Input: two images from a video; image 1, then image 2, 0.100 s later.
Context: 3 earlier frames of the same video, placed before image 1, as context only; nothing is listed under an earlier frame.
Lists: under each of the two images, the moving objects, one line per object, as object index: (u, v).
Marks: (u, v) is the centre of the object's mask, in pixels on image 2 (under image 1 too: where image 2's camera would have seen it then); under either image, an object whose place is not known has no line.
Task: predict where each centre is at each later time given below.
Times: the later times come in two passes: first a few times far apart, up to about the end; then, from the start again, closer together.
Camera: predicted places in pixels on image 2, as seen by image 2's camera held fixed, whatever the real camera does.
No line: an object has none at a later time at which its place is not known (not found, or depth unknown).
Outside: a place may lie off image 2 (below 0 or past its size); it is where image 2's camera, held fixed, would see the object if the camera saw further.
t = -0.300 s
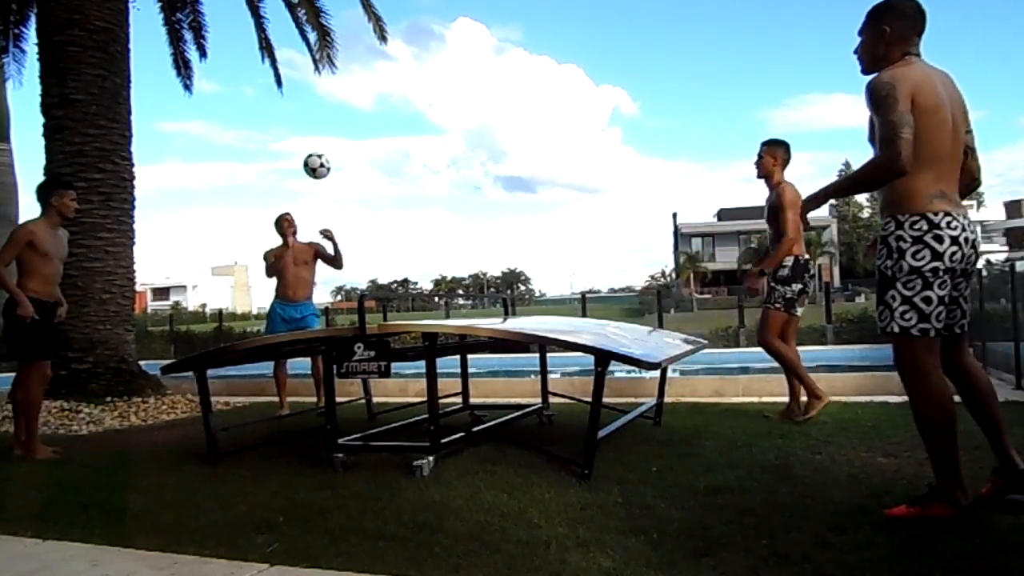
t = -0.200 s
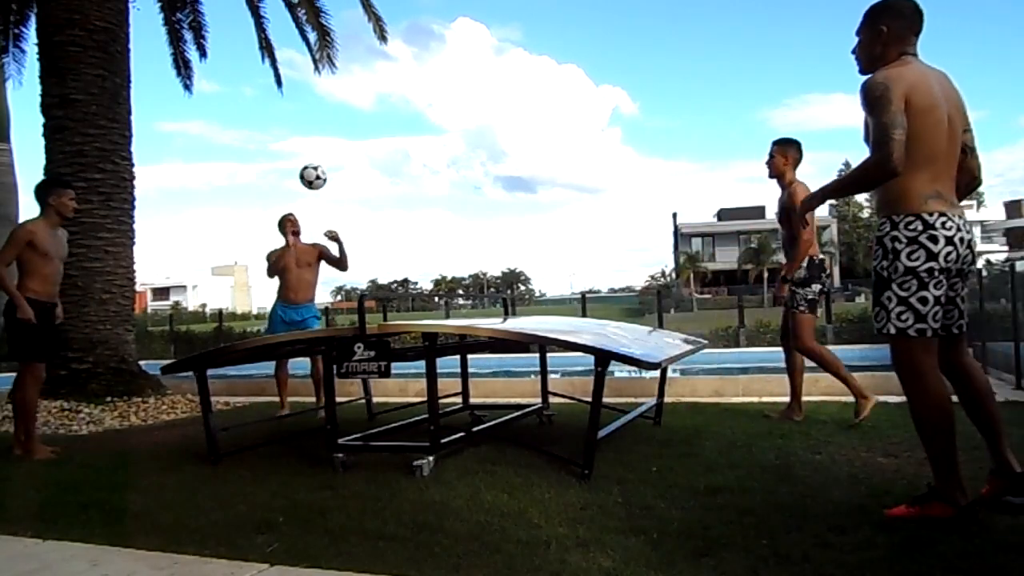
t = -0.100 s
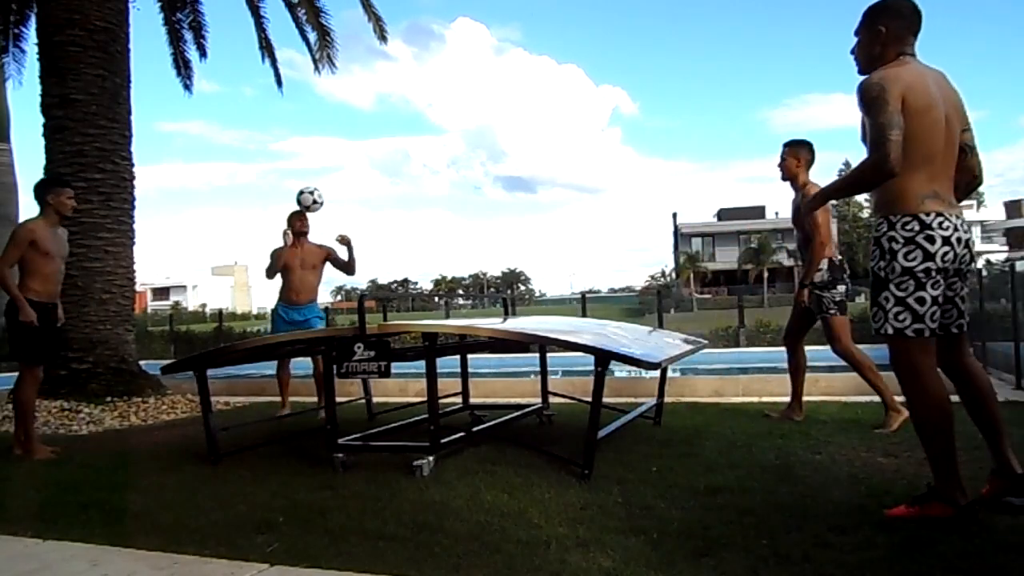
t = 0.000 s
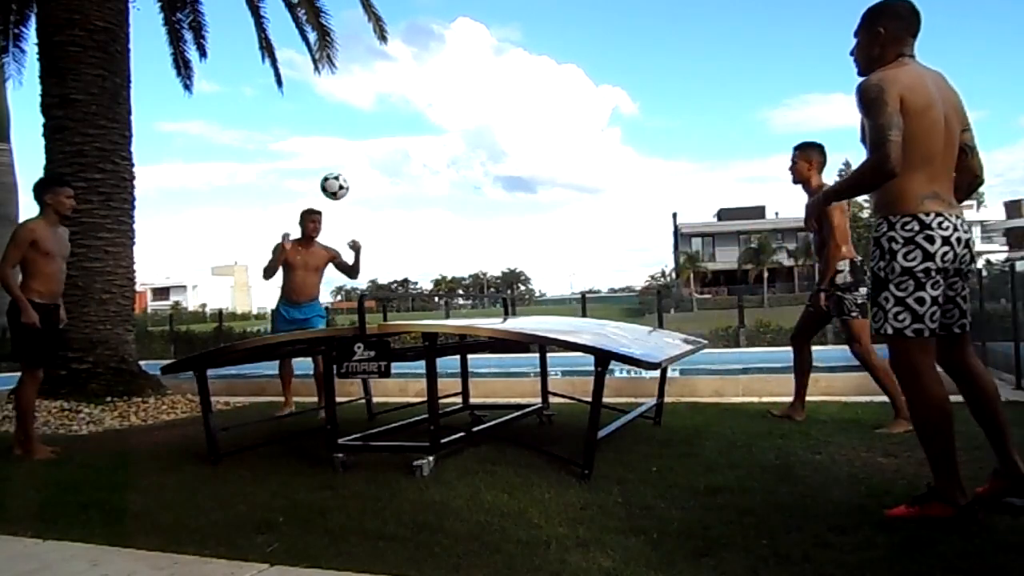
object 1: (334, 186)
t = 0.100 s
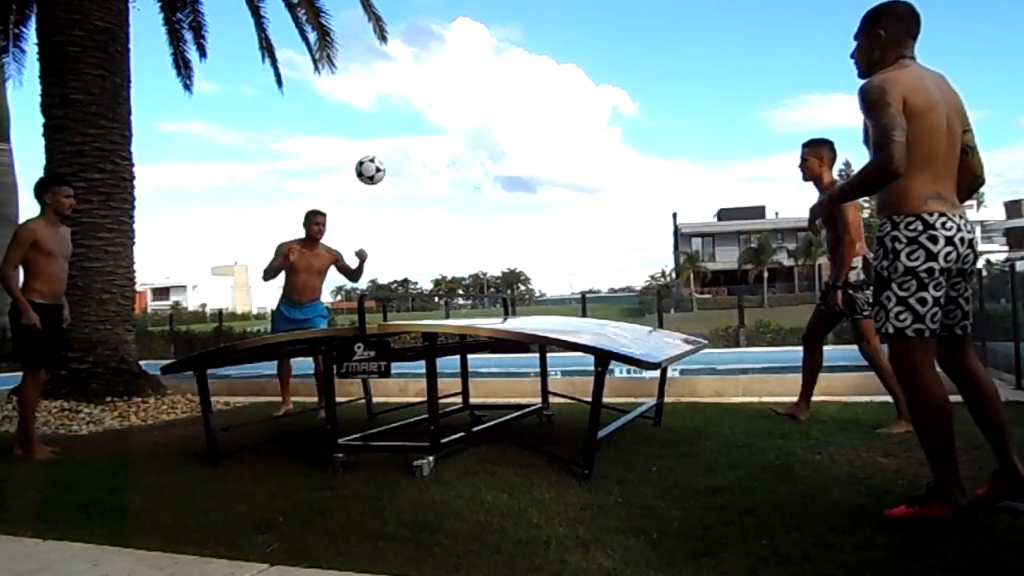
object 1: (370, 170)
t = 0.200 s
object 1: (410, 167)
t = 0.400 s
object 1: (506, 209)
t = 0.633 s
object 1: (650, 299)
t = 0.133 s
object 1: (383, 168)
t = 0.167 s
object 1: (396, 167)
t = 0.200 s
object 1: (410, 167)
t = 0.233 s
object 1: (424, 169)
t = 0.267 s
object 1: (439, 173)
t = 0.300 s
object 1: (455, 179)
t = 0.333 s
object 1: (472, 187)
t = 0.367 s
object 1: (489, 196)
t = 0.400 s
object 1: (506, 209)
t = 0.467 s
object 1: (545, 240)
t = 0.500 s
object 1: (565, 259)
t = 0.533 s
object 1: (586, 281)
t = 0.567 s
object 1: (610, 306)
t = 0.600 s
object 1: (631, 309)
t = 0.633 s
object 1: (650, 299)
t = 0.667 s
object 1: (671, 288)
